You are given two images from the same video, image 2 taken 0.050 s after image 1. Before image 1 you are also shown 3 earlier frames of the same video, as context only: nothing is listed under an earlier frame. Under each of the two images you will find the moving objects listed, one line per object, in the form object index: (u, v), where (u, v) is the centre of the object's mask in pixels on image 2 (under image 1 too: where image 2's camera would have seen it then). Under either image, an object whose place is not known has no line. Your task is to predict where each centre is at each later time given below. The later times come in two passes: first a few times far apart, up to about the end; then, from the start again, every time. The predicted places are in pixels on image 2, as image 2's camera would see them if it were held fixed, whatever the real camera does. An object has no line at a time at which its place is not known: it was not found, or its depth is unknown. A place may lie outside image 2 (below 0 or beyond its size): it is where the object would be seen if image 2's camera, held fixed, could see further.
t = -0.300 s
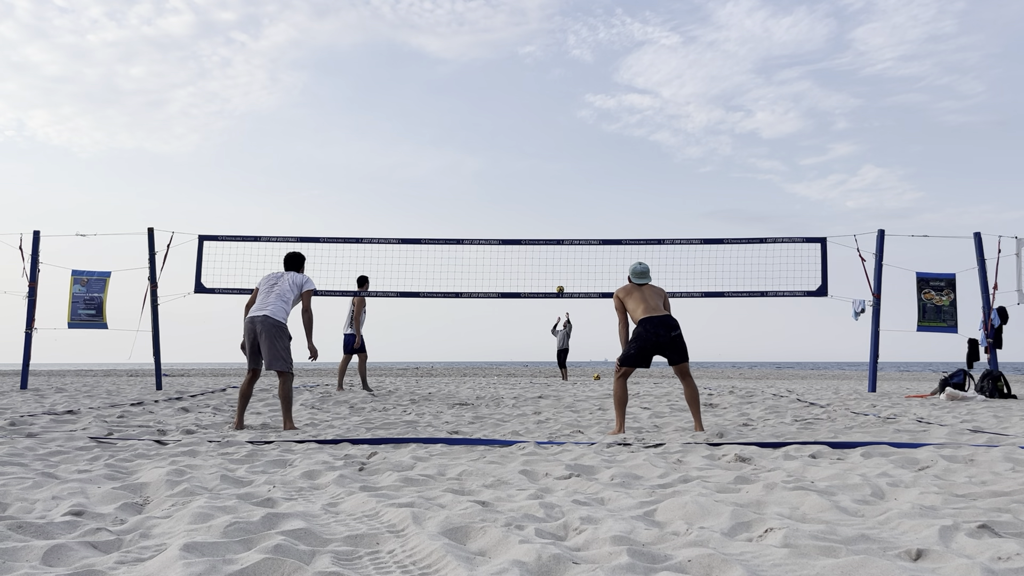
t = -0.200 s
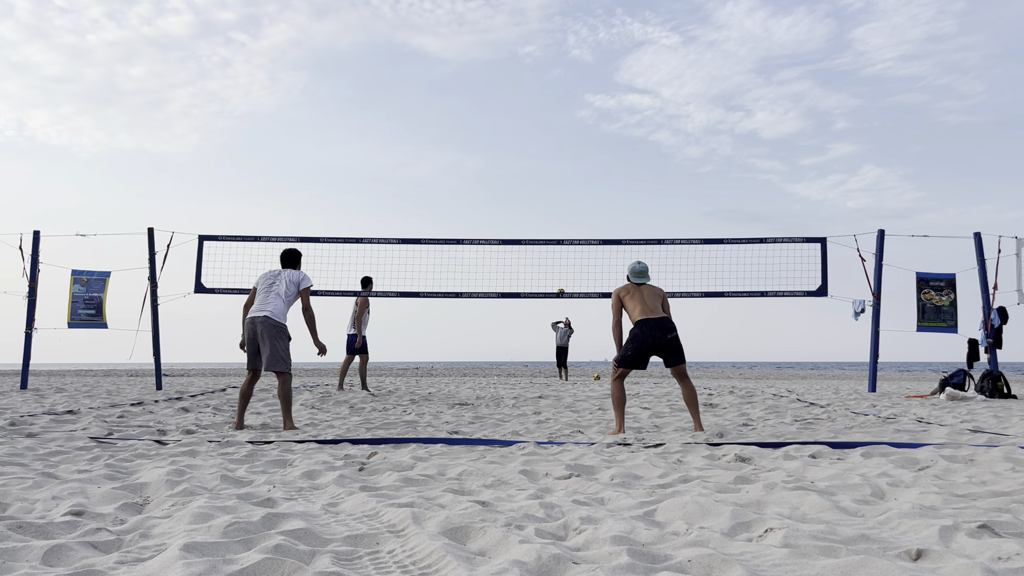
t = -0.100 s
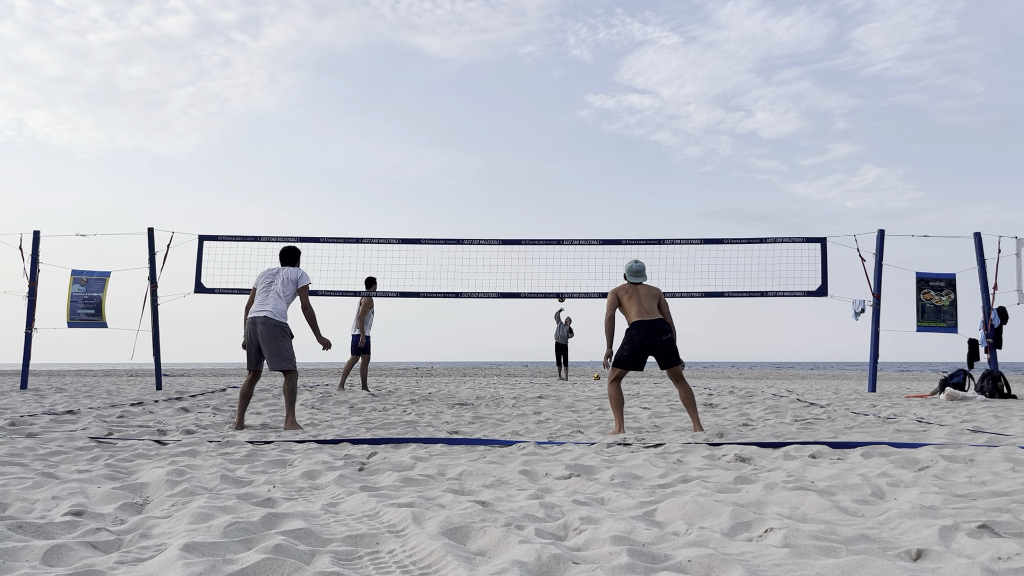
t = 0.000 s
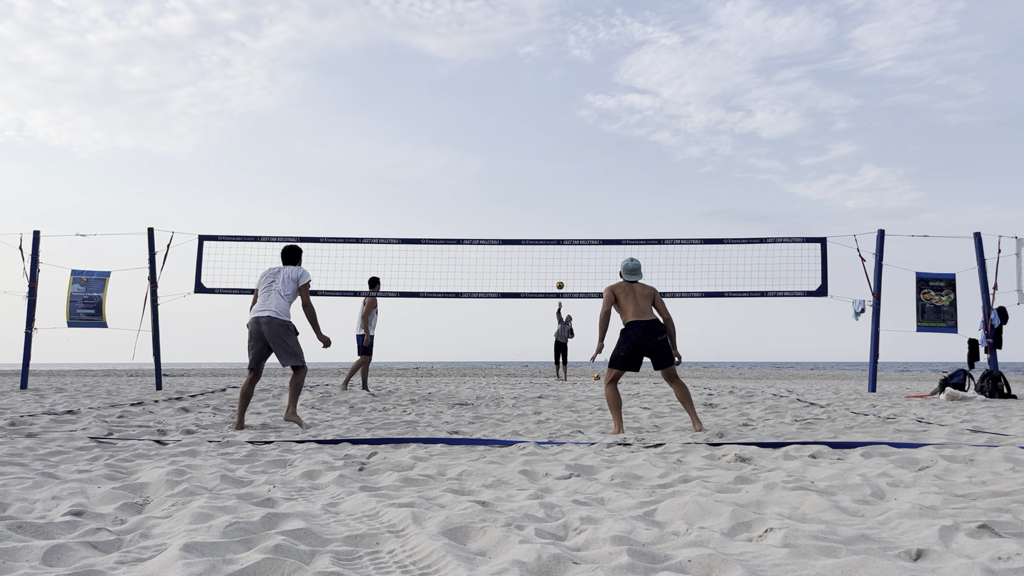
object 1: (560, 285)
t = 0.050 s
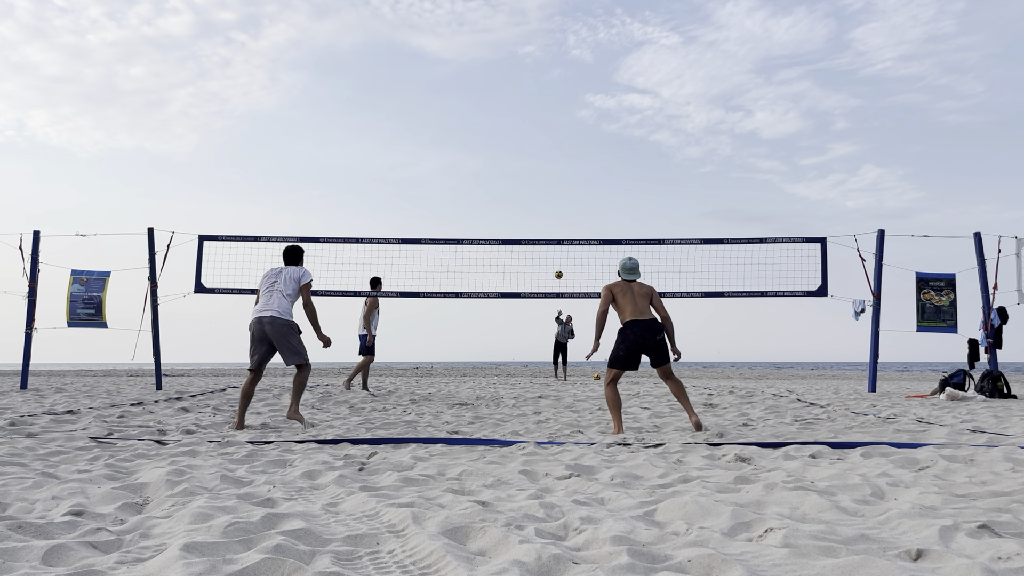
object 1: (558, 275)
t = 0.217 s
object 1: (554, 246)
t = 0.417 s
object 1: (549, 216)
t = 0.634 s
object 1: (542, 202)
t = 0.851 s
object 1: (534, 215)
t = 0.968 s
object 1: (528, 238)
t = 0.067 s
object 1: (558, 271)
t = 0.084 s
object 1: (558, 268)
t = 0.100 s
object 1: (557, 264)
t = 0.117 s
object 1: (557, 261)
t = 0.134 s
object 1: (556, 258)
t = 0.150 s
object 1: (556, 255)
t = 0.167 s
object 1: (555, 252)
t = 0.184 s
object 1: (555, 249)
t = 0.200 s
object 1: (555, 247)
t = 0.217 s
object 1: (554, 246)
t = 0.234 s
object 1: (554, 238)
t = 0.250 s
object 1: (554, 236)
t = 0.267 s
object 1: (553, 235)
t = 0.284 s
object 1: (552, 233)
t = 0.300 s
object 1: (552, 231)
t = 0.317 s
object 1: (552, 229)
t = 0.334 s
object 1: (551, 226)
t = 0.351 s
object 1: (551, 224)
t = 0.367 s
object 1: (550, 222)
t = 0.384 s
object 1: (550, 220)
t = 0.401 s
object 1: (549, 218)
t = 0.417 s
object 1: (549, 216)
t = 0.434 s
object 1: (548, 214)
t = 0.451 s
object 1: (548, 213)
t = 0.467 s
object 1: (547, 211)
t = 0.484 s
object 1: (546, 210)
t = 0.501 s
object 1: (546, 208)
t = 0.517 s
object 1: (545, 207)
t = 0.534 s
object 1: (545, 206)
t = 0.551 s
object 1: (544, 205)
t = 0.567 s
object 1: (544, 204)
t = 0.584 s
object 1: (543, 204)
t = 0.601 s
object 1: (543, 203)
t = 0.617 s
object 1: (542, 203)
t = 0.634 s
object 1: (542, 202)
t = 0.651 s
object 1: (541, 202)
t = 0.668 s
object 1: (541, 202)
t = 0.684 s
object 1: (540, 202)
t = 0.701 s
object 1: (539, 203)
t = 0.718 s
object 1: (539, 203)
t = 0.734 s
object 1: (538, 204)
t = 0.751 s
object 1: (538, 205)
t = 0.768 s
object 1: (537, 206)
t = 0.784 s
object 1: (537, 207)
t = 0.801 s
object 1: (536, 209)
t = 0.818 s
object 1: (535, 210)
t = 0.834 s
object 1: (535, 213)
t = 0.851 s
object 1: (534, 215)
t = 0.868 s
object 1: (533, 217)
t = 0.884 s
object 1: (533, 220)
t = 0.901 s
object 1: (532, 223)
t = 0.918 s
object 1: (531, 227)
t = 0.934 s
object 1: (530, 230)
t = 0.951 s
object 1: (529, 234)
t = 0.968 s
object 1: (528, 238)
